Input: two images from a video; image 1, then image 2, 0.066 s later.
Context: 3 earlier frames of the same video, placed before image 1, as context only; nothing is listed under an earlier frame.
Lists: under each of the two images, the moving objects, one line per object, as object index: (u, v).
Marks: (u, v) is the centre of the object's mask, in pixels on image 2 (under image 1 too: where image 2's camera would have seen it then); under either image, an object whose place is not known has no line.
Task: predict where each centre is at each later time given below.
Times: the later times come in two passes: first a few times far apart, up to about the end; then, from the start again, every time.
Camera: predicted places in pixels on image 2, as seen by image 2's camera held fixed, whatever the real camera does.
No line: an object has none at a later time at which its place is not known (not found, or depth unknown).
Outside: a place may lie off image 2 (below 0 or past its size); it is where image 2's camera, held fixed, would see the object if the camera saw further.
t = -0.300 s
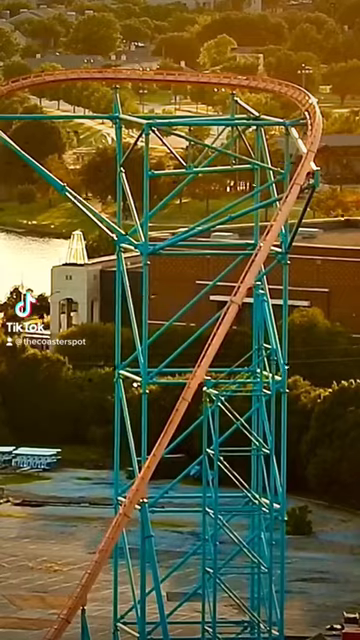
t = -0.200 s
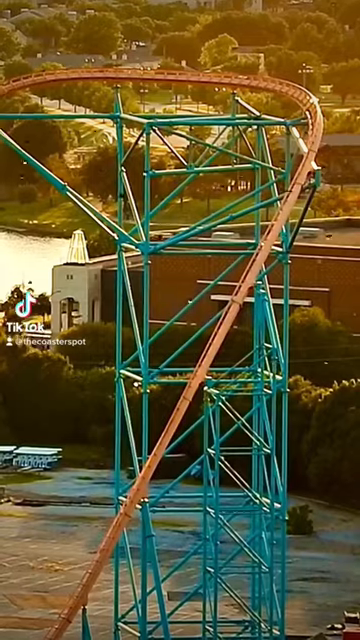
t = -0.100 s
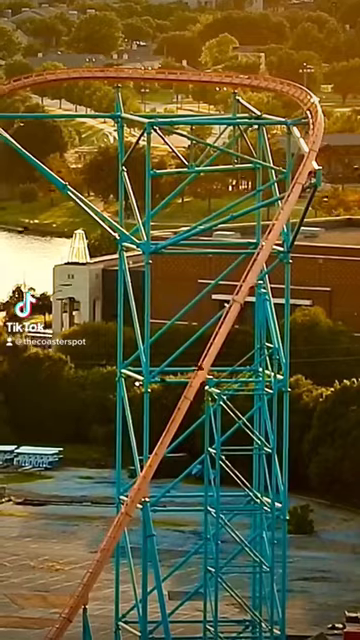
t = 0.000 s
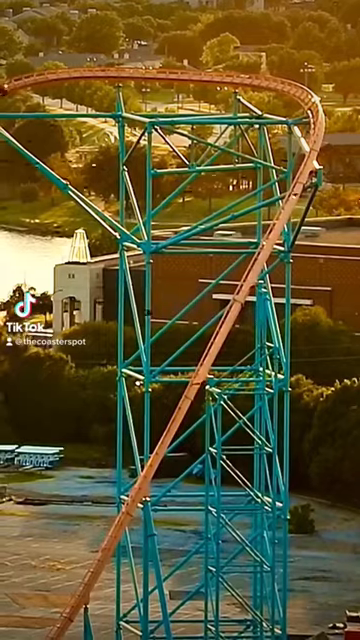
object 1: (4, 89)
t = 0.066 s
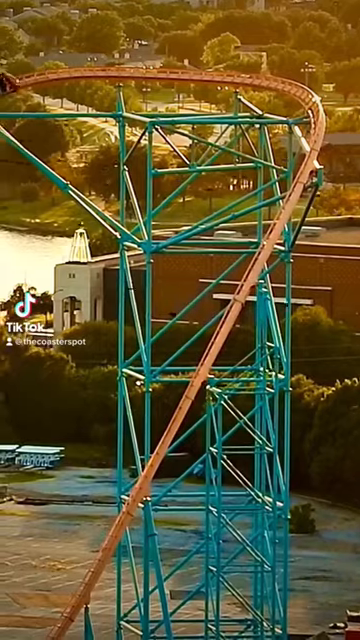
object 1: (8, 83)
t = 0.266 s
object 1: (23, 77)
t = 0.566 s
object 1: (50, 73)
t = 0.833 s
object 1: (73, 71)
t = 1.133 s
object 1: (105, 69)
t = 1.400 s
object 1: (147, 69)
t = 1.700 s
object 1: (191, 71)
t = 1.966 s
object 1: (225, 74)
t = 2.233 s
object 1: (256, 80)
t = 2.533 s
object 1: (284, 91)
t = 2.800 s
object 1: (299, 108)
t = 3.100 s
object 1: (299, 138)
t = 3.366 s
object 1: (289, 170)
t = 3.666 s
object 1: (267, 218)
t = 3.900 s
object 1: (242, 265)
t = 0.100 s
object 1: (10, 82)
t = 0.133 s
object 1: (13, 81)
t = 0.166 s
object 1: (15, 80)
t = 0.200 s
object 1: (18, 79)
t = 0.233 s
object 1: (21, 78)
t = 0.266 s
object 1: (23, 77)
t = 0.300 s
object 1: (26, 76)
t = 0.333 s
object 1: (29, 76)
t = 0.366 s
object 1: (32, 75)
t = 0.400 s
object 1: (34, 75)
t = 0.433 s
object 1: (38, 74)
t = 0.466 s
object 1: (40, 74)
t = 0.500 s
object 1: (43, 73)
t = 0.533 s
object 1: (46, 73)
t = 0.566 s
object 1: (50, 73)
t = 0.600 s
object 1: (52, 72)
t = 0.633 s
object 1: (55, 72)
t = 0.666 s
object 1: (58, 72)
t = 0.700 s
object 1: (61, 72)
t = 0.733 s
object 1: (64, 72)
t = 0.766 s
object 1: (67, 72)
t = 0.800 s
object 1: (69, 72)
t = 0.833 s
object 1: (73, 71)
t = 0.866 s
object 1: (75, 71)
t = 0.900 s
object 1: (78, 71)
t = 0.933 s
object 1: (81, 71)
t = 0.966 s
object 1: (84, 71)
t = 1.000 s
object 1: (86, 71)
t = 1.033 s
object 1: (89, 71)
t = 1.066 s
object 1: (94, 70)
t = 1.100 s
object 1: (100, 70)
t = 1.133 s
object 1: (105, 69)
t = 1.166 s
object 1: (110, 69)
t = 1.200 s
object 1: (116, 69)
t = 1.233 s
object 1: (122, 69)
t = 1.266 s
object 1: (127, 69)
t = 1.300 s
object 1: (134, 69)
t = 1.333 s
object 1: (139, 69)
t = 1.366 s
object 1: (143, 69)
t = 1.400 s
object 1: (147, 69)
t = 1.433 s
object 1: (153, 69)
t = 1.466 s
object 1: (157, 69)
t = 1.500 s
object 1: (162, 69)
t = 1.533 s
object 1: (167, 69)
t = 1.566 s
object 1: (172, 70)
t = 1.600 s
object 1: (177, 70)
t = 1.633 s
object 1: (182, 70)
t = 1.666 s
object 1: (186, 70)
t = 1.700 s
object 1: (191, 71)
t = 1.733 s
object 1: (195, 71)
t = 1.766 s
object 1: (199, 71)
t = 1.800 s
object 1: (204, 72)
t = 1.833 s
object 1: (209, 72)
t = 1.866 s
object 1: (214, 73)
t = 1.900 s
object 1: (218, 73)
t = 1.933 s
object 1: (221, 73)
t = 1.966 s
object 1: (225, 74)
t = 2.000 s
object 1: (230, 75)
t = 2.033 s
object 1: (233, 76)
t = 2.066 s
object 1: (237, 76)
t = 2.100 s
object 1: (242, 77)
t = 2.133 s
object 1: (245, 77)
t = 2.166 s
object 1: (249, 78)
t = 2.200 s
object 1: (252, 79)
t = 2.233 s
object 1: (256, 80)
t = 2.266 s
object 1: (259, 81)
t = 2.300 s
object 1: (263, 82)
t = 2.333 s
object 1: (266, 83)
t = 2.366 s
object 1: (269, 84)
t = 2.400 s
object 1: (272, 86)
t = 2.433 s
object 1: (275, 87)
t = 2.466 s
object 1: (279, 89)
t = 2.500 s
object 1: (281, 90)
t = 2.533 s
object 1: (284, 91)
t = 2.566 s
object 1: (286, 93)
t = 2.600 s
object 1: (289, 95)
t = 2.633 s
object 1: (291, 97)
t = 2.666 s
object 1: (292, 99)
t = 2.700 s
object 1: (295, 102)
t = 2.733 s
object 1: (296, 103)
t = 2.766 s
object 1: (297, 107)
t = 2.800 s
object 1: (299, 108)
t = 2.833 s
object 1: (300, 112)
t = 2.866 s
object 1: (300, 114)
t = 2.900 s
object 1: (301, 118)
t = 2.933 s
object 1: (302, 120)
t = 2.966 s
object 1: (302, 124)
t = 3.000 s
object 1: (302, 126)
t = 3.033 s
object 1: (301, 131)
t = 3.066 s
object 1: (300, 134)
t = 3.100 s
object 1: (299, 138)
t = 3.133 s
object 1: (299, 141)
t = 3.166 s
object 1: (299, 145)
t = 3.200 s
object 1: (297, 149)
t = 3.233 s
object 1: (296, 153)
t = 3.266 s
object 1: (294, 157)
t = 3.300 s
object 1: (293, 161)
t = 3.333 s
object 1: (291, 166)
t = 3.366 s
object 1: (289, 170)
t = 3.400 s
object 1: (287, 174)
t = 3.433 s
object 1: (285, 179)
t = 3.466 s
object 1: (284, 182)
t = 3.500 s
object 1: (281, 189)
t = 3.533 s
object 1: (278, 194)
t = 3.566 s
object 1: (276, 200)
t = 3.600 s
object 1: (273, 206)
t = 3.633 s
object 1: (270, 212)
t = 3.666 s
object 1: (267, 218)
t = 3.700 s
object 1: (264, 223)
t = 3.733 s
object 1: (261, 230)
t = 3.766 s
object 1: (257, 237)
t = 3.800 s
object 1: (254, 243)
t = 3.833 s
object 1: (250, 251)
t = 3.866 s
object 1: (245, 259)
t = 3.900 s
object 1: (242, 265)
